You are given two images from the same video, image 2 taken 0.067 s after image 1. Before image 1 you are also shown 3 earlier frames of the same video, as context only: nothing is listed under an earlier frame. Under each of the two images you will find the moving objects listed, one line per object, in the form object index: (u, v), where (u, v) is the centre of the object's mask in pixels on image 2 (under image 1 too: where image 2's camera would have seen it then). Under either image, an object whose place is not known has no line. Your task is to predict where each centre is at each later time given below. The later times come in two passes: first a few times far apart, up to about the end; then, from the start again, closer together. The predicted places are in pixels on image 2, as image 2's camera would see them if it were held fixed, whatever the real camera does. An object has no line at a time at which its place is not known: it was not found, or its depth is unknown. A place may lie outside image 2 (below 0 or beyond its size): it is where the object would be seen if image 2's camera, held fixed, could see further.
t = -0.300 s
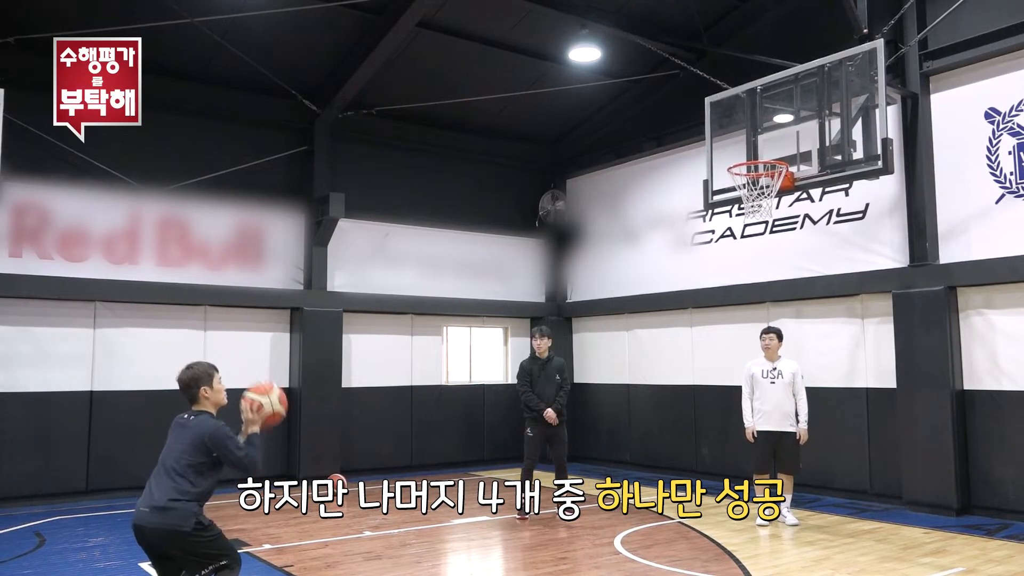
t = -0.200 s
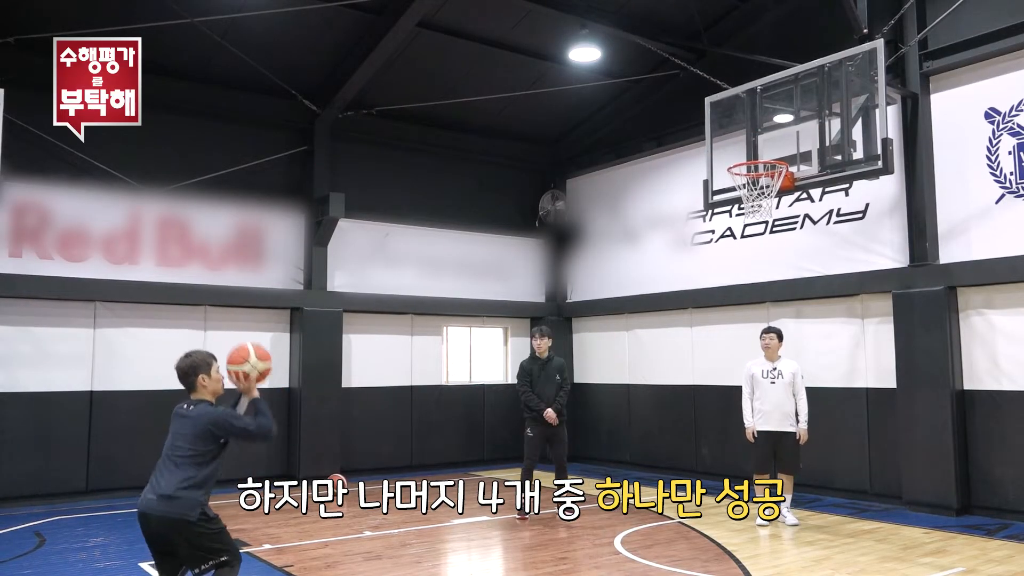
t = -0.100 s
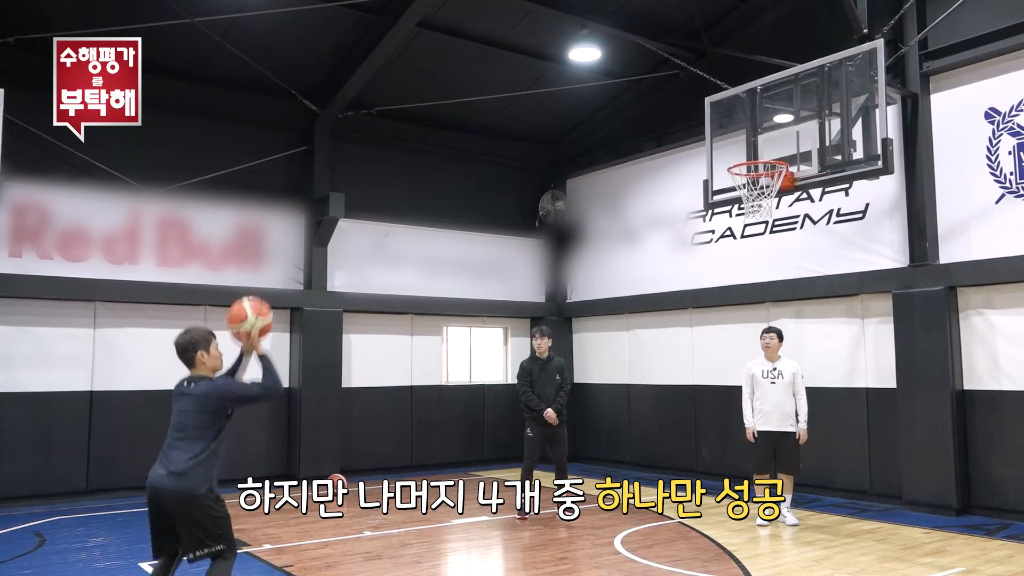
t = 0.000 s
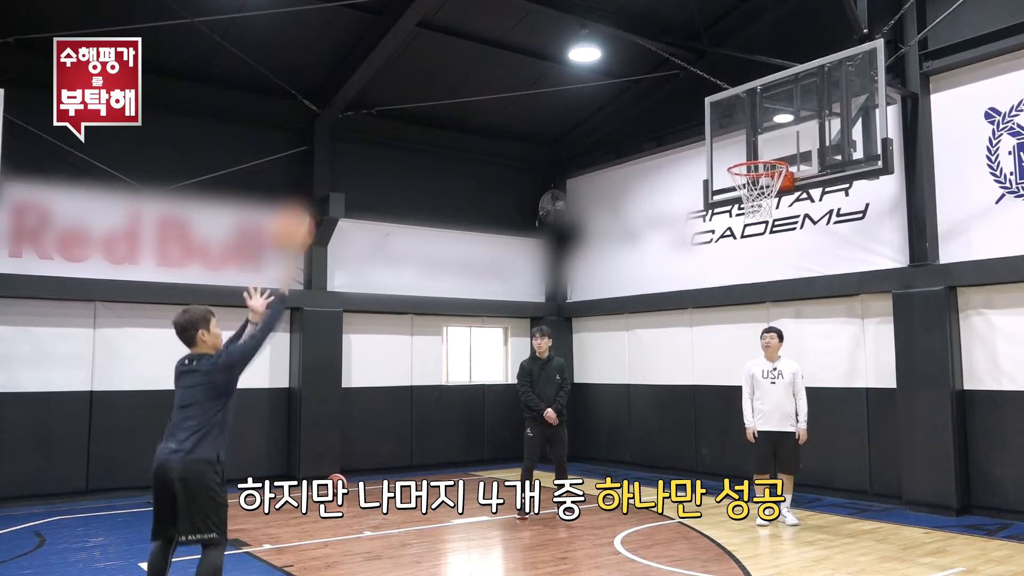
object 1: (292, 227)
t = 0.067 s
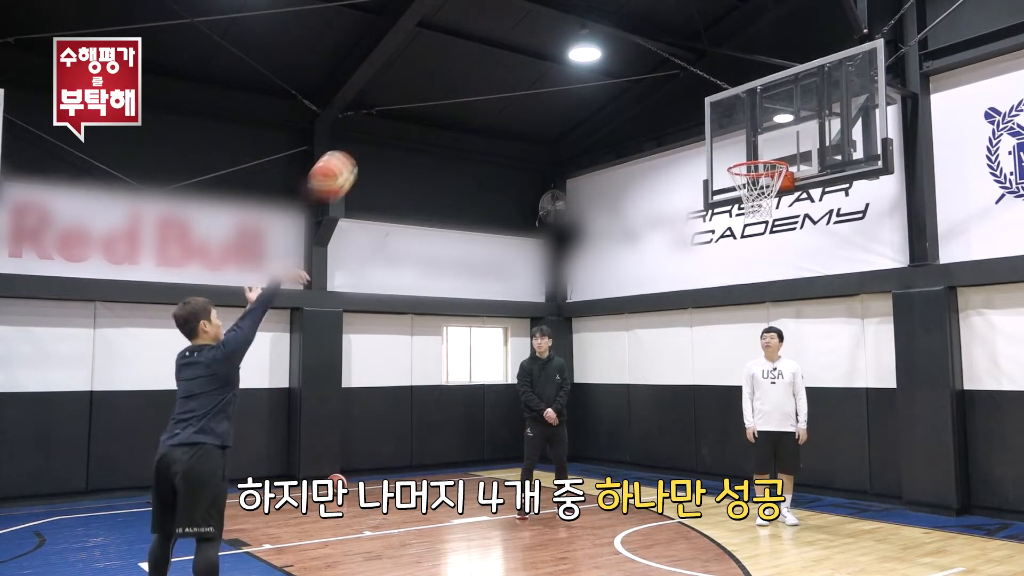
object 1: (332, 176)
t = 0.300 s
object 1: (463, 44)
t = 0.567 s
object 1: (582, 11)
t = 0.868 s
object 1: (694, 68)
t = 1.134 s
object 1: (759, 188)
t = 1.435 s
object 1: (723, 277)
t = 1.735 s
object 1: (691, 477)
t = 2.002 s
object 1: (659, 426)
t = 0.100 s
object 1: (352, 151)
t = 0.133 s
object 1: (372, 128)
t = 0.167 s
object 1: (391, 107)
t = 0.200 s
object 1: (410, 88)
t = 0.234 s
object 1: (428, 72)
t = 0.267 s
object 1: (446, 57)
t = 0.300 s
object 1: (463, 44)
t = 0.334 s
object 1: (479, 33)
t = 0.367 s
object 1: (495, 24)
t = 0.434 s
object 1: (525, 14)
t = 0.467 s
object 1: (540, 12)
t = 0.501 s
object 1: (555, 11)
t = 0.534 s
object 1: (569, 10)
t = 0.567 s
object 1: (582, 11)
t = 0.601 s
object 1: (596, 11)
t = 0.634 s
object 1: (609, 13)
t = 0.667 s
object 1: (622, 16)
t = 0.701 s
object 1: (634, 21)
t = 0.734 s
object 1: (647, 28)
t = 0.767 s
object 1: (659, 36)
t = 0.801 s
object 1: (671, 45)
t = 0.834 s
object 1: (682, 56)
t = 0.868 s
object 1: (694, 68)
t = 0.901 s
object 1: (705, 80)
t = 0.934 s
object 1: (716, 94)
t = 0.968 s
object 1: (728, 110)
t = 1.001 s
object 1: (738, 125)
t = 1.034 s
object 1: (749, 141)
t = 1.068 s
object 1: (759, 154)
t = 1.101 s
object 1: (763, 176)
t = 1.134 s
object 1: (759, 188)
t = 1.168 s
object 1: (753, 202)
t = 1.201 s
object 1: (748, 207)
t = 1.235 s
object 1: (745, 213)
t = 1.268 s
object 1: (741, 220)
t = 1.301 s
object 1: (738, 228)
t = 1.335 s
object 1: (734, 238)
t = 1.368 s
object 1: (731, 249)
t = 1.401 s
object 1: (727, 262)
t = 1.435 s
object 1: (723, 277)
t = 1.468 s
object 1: (719, 293)
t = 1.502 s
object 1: (716, 307)
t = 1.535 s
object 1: (712, 326)
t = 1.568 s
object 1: (709, 347)
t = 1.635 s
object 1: (701, 398)
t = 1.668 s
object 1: (698, 422)
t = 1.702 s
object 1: (694, 451)
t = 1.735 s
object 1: (691, 477)
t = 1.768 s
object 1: (688, 511)
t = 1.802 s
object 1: (684, 547)
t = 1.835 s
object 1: (680, 531)
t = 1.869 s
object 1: (676, 506)
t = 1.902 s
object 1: (671, 483)
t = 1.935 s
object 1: (668, 464)
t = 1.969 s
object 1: (663, 444)
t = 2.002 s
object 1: (659, 426)
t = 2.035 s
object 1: (655, 409)
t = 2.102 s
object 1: (647, 381)
